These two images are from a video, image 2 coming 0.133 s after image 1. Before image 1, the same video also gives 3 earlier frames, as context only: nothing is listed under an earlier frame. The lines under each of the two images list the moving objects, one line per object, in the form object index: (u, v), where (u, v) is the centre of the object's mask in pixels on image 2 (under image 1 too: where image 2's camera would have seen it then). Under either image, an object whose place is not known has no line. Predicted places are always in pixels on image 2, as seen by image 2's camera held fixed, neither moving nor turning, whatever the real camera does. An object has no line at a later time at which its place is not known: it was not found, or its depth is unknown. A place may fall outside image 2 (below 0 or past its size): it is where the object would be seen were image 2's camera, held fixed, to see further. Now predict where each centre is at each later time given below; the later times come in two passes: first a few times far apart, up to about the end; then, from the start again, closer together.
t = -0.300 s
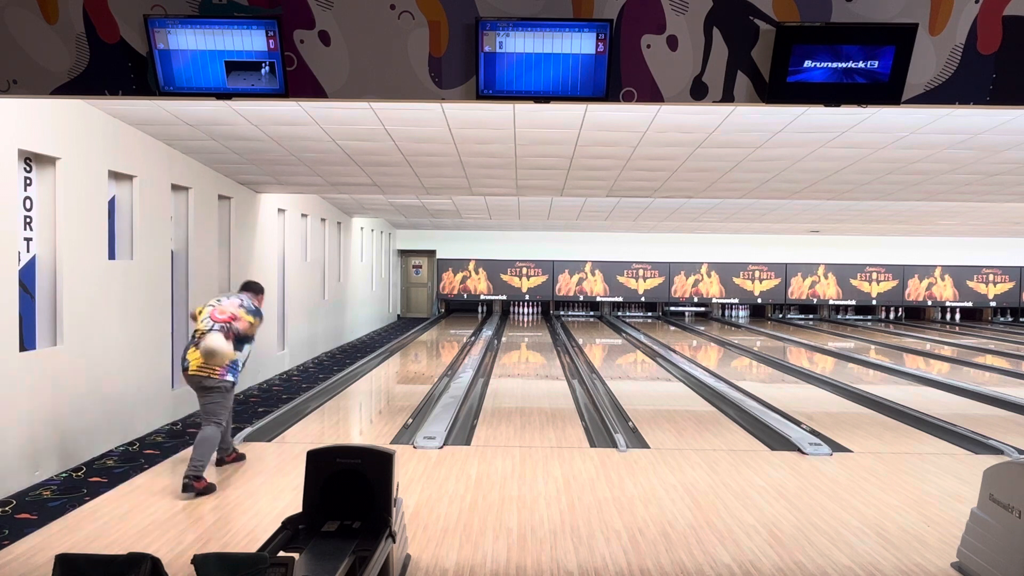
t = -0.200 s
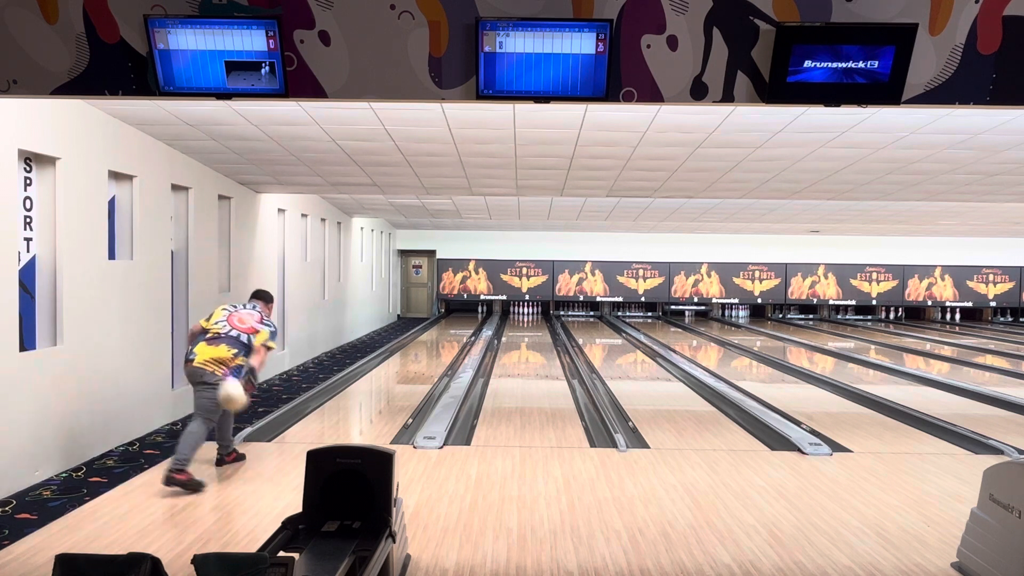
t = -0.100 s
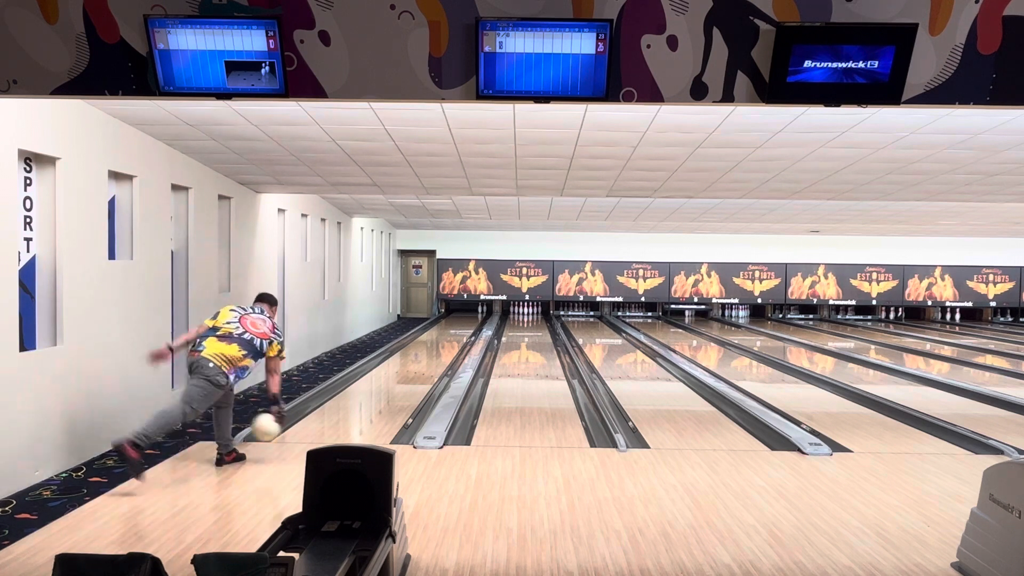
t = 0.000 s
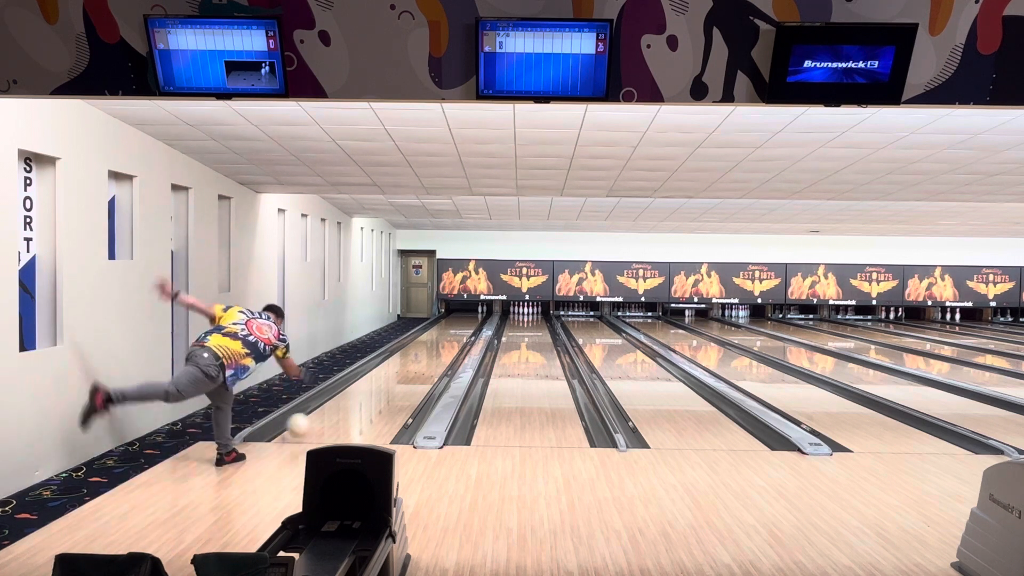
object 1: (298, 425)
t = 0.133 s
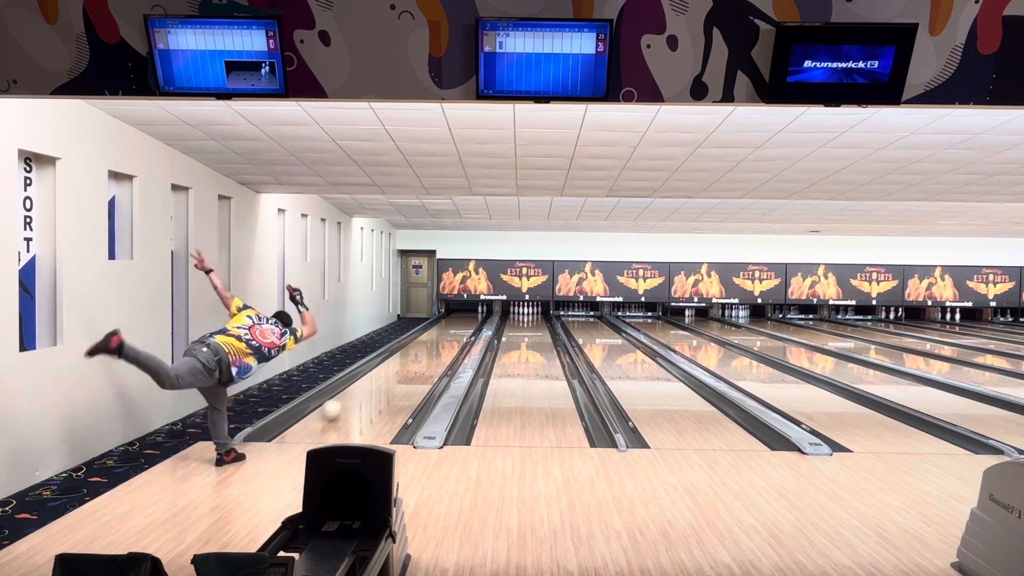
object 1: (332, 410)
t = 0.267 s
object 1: (357, 395)
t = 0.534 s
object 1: (394, 371)
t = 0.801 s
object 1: (419, 354)
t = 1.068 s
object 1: (438, 342)
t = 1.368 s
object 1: (452, 332)
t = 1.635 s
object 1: (462, 325)
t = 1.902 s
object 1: (470, 320)
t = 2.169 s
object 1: (476, 315)
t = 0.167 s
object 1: (339, 406)
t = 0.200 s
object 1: (345, 402)
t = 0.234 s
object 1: (351, 399)
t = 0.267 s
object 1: (357, 395)
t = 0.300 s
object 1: (362, 392)
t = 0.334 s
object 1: (367, 389)
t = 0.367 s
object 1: (373, 385)
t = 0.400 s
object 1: (377, 382)
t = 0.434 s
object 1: (382, 379)
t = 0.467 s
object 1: (386, 376)
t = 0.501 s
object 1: (391, 373)
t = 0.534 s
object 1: (394, 371)
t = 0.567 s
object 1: (398, 368)
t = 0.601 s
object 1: (402, 366)
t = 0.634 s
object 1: (404, 364)
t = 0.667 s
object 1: (408, 362)
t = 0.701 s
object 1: (411, 360)
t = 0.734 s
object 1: (414, 358)
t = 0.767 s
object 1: (416, 356)
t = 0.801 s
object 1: (419, 354)
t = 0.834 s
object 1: (422, 353)
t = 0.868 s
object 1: (424, 351)
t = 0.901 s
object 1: (427, 349)
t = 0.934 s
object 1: (429, 348)
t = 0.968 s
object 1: (431, 346)
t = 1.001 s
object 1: (434, 345)
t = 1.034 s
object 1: (435, 344)
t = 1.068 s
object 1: (438, 342)
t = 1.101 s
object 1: (439, 341)
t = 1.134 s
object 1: (441, 340)
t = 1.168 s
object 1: (443, 338)
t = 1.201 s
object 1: (445, 337)
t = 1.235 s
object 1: (447, 336)
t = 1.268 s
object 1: (448, 335)
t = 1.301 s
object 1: (449, 334)
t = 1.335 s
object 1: (451, 333)
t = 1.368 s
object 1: (452, 332)
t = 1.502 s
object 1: (457, 328)
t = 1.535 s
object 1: (459, 328)
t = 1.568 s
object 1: (460, 327)
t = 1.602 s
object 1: (461, 326)
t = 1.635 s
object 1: (462, 325)
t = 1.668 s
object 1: (463, 324)
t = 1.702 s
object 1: (465, 324)
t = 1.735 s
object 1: (465, 323)
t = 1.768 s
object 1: (466, 322)
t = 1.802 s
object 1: (467, 322)
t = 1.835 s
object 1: (468, 321)
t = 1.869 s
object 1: (469, 320)
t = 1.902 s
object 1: (470, 320)
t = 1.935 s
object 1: (471, 319)
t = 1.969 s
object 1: (472, 319)
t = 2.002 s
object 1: (473, 318)
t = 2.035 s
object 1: (473, 317)
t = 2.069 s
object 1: (474, 317)
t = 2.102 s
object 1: (474, 316)
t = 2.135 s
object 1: (475, 316)
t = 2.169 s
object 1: (476, 315)
